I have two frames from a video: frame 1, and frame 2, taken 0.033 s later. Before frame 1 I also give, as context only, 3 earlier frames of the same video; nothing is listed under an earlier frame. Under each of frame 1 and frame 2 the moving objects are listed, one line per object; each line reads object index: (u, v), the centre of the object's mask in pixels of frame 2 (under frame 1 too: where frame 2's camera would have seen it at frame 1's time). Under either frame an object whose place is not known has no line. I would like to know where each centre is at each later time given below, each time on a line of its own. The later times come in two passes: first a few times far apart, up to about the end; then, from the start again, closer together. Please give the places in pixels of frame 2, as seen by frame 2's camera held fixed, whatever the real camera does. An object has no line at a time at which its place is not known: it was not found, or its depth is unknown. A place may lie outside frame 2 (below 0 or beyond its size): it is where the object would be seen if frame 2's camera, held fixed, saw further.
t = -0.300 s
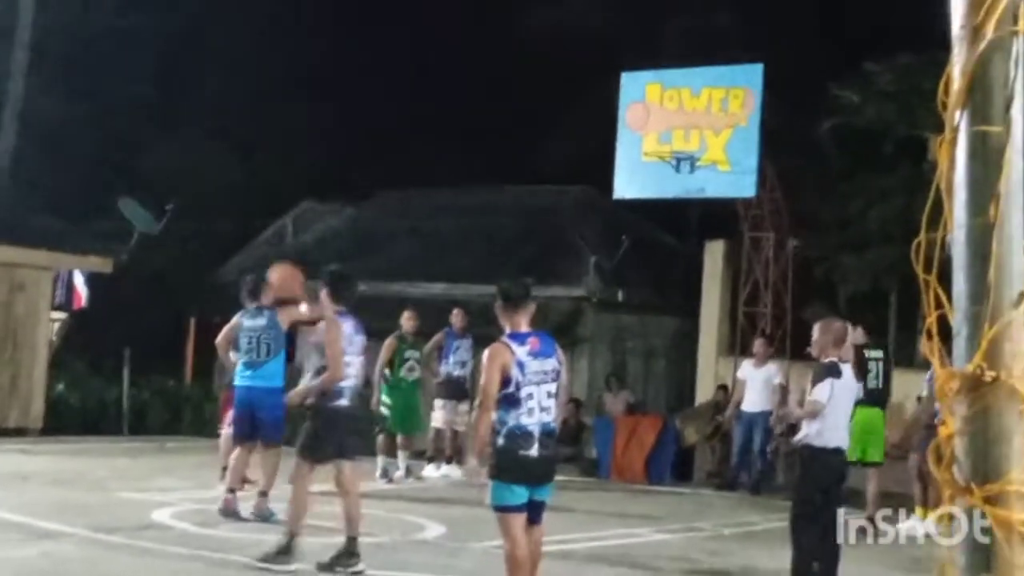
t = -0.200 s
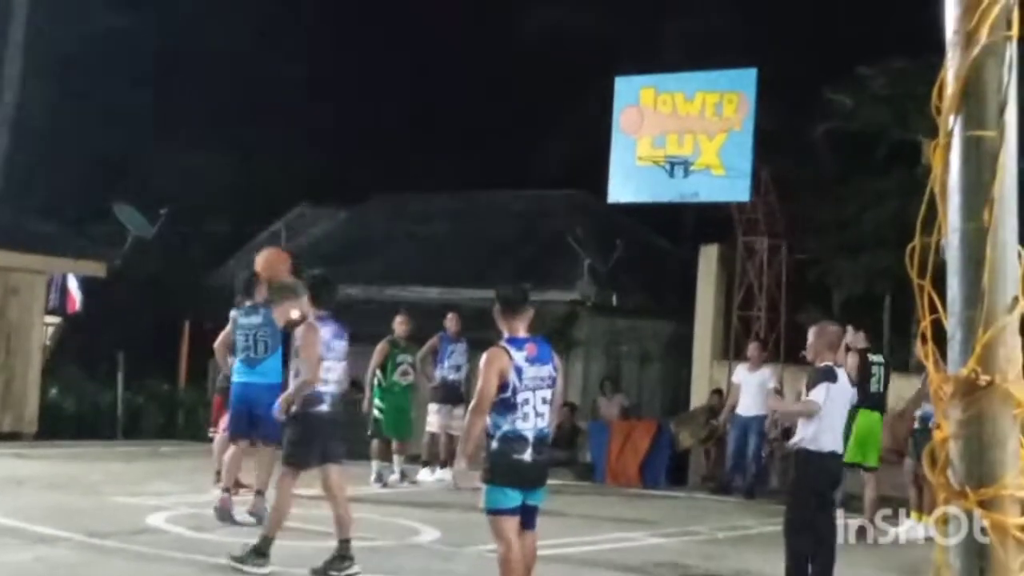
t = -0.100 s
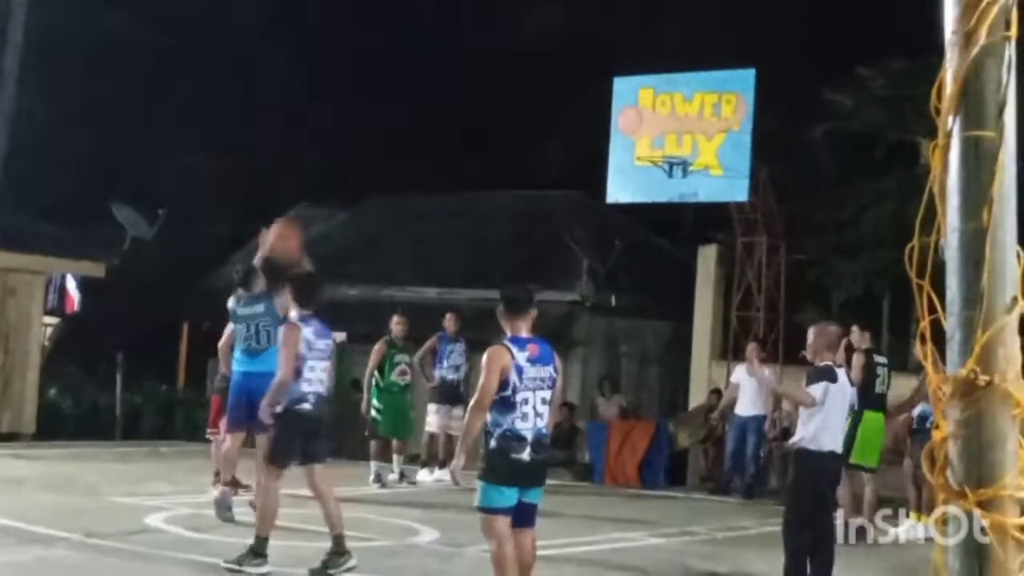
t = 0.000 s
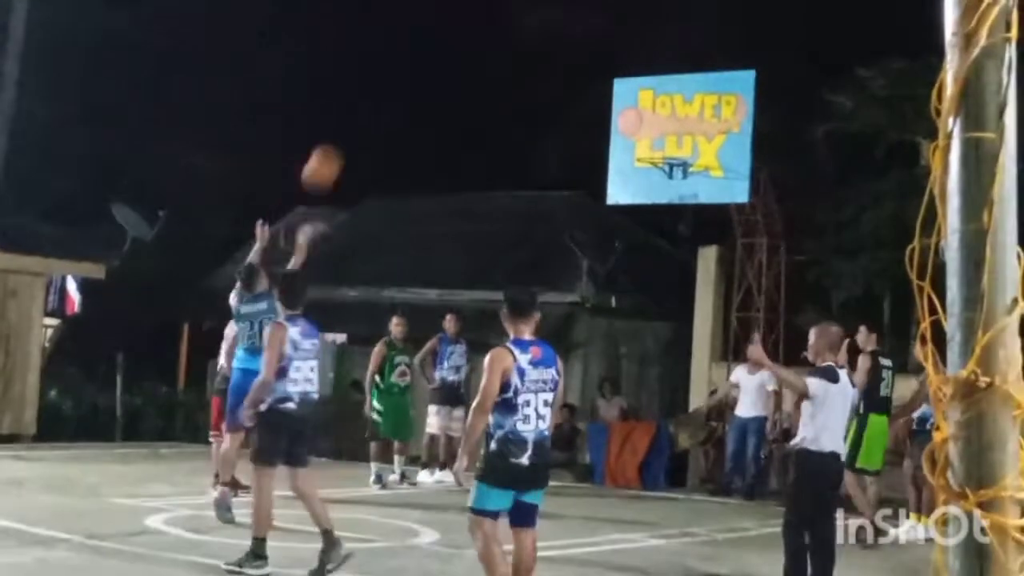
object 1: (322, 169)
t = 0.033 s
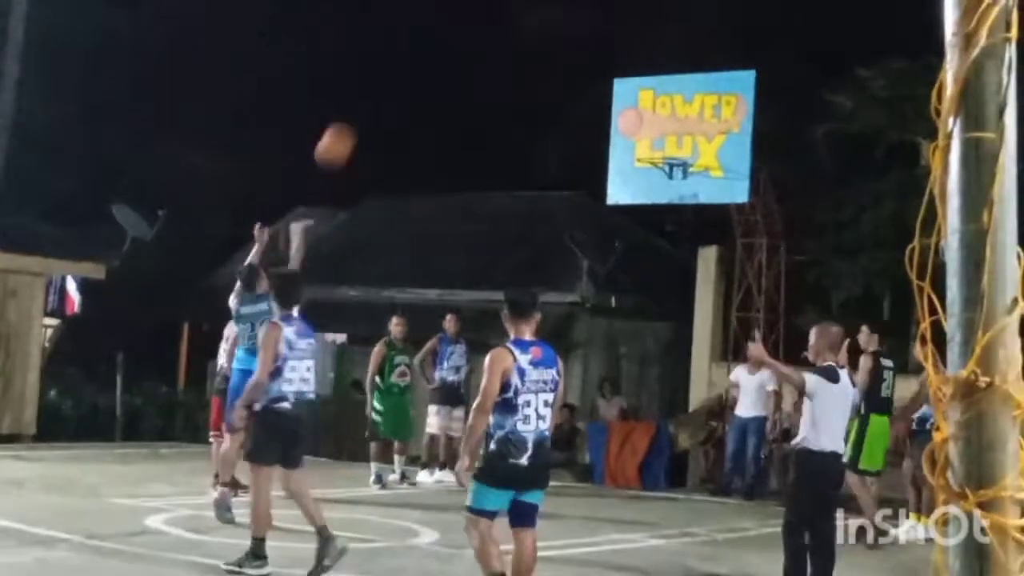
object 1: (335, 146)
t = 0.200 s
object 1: (400, 56)
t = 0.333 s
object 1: (445, 20)
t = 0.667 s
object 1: (545, 17)
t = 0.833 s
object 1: (585, 53)
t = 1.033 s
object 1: (630, 140)
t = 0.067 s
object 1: (349, 124)
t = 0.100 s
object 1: (362, 105)
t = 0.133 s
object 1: (375, 87)
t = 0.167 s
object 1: (387, 71)
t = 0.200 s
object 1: (400, 56)
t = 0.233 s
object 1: (412, 43)
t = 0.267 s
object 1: (423, 33)
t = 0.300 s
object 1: (434, 24)
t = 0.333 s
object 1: (445, 20)
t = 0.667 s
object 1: (545, 17)
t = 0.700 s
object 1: (554, 20)
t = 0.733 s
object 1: (562, 24)
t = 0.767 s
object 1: (570, 32)
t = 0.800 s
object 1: (578, 42)
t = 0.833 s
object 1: (585, 53)
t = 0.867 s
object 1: (593, 65)
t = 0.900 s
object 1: (599, 79)
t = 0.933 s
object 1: (606, 92)
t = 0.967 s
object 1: (613, 108)
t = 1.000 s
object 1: (622, 123)
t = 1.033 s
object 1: (630, 140)
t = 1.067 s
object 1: (638, 160)
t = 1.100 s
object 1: (638, 175)
